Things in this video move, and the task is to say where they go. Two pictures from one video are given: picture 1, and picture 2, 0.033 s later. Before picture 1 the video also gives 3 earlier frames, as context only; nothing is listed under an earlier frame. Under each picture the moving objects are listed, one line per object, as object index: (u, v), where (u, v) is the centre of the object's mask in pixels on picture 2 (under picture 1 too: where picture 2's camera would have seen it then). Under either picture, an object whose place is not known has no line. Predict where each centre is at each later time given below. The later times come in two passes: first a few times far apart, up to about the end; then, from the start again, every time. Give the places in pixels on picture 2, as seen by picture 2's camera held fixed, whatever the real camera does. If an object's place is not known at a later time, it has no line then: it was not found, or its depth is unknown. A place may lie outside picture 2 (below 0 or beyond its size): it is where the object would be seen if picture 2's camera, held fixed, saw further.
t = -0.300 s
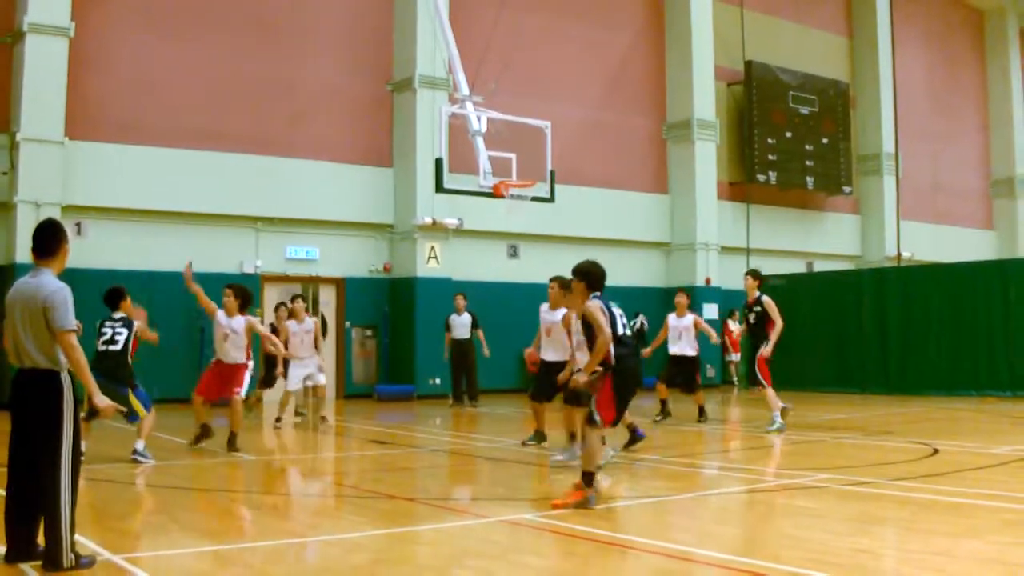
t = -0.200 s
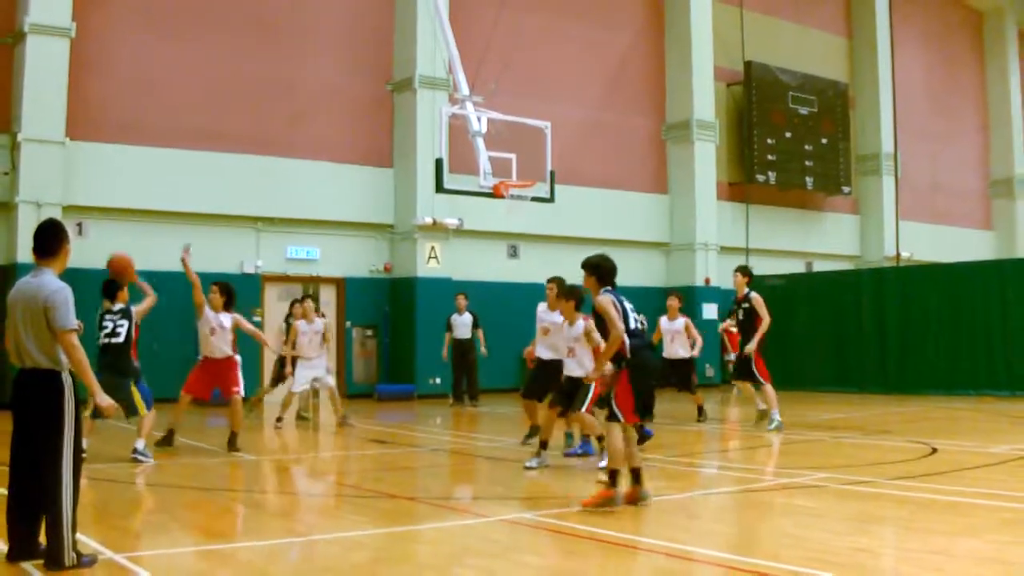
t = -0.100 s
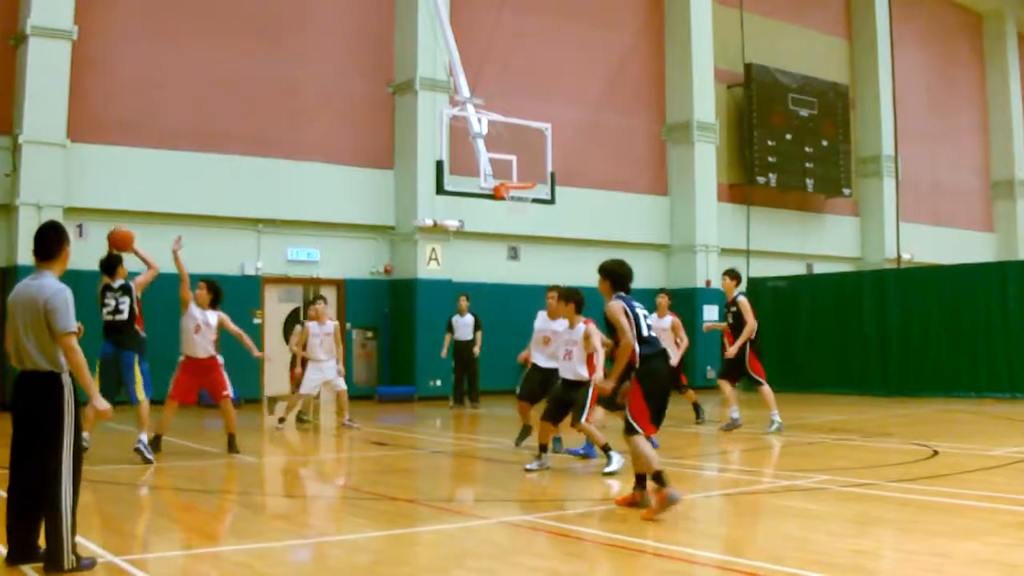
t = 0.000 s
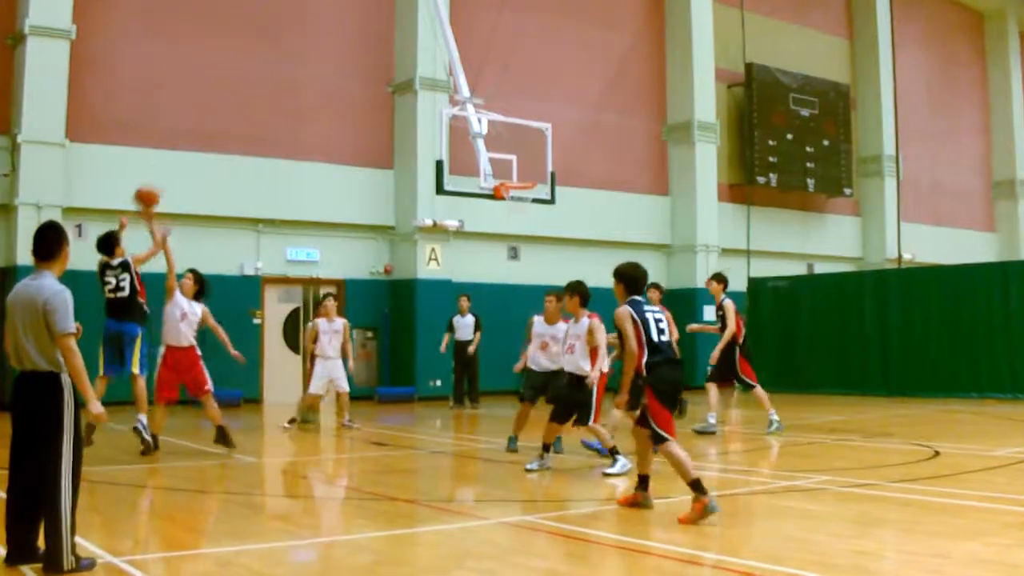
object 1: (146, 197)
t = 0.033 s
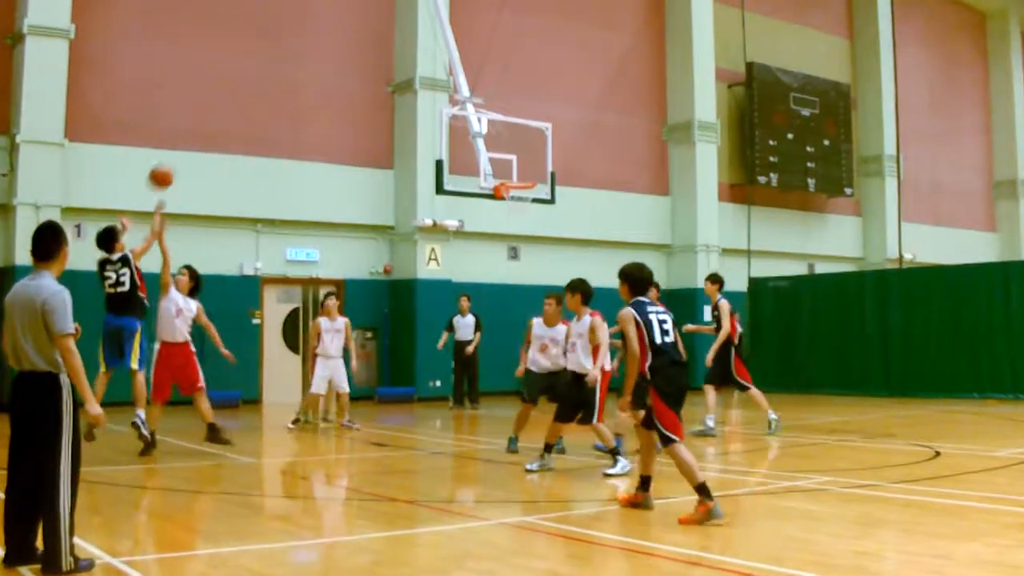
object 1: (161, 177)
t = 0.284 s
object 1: (268, 72)
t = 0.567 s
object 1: (368, 39)
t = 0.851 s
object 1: (451, 74)
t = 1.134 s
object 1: (521, 163)
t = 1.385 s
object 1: (527, 123)
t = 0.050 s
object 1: (169, 168)
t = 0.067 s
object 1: (176, 158)
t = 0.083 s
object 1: (183, 148)
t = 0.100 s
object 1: (191, 140)
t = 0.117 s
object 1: (197, 133)
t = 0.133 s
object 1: (206, 124)
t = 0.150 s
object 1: (214, 117)
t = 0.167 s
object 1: (220, 112)
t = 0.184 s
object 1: (228, 104)
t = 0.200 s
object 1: (235, 98)
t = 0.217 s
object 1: (243, 92)
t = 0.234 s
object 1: (249, 86)
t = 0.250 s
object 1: (255, 81)
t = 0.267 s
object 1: (262, 76)
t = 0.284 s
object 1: (268, 72)
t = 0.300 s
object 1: (275, 67)
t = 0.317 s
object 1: (281, 64)
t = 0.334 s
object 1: (288, 61)
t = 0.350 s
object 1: (294, 58)
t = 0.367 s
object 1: (300, 56)
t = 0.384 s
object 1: (308, 54)
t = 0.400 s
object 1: (313, 50)
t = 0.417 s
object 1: (319, 47)
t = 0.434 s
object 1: (324, 45)
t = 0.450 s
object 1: (330, 43)
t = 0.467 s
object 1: (335, 42)
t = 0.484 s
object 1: (341, 41)
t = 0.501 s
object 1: (346, 40)
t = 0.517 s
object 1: (353, 39)
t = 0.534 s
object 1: (357, 39)
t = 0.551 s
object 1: (362, 39)
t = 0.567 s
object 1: (368, 39)
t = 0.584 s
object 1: (373, 39)
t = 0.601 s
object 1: (377, 39)
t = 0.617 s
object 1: (383, 40)
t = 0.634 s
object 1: (388, 41)
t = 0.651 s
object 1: (393, 42)
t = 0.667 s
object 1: (399, 43)
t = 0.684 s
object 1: (403, 46)
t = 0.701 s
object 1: (408, 49)
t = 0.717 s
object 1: (412, 49)
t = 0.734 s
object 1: (418, 52)
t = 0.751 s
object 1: (423, 55)
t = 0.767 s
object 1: (428, 58)
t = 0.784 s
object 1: (433, 61)
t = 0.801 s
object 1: (437, 64)
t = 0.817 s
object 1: (441, 67)
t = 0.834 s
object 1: (446, 71)
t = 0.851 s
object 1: (451, 74)
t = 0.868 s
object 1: (455, 78)
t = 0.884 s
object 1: (459, 83)
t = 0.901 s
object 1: (464, 86)
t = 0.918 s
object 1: (469, 91)
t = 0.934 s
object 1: (472, 96)
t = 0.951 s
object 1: (477, 100)
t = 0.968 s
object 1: (481, 106)
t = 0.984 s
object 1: (485, 111)
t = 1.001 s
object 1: (489, 117)
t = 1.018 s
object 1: (494, 121)
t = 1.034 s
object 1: (497, 128)
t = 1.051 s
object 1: (502, 135)
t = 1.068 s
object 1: (505, 138)
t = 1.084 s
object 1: (509, 144)
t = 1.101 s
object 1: (513, 150)
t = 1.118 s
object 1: (518, 159)
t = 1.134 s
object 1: (521, 163)
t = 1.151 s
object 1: (526, 171)
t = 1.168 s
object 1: (528, 177)
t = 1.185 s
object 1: (528, 175)
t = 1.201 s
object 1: (529, 169)
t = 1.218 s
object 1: (528, 163)
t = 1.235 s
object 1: (528, 160)
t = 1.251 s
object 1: (528, 153)
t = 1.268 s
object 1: (528, 149)
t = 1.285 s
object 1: (528, 145)
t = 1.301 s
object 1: (528, 140)
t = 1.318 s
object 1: (528, 136)
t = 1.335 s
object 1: (527, 134)
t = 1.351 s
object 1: (527, 129)
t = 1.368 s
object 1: (527, 126)
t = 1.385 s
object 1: (527, 123)
